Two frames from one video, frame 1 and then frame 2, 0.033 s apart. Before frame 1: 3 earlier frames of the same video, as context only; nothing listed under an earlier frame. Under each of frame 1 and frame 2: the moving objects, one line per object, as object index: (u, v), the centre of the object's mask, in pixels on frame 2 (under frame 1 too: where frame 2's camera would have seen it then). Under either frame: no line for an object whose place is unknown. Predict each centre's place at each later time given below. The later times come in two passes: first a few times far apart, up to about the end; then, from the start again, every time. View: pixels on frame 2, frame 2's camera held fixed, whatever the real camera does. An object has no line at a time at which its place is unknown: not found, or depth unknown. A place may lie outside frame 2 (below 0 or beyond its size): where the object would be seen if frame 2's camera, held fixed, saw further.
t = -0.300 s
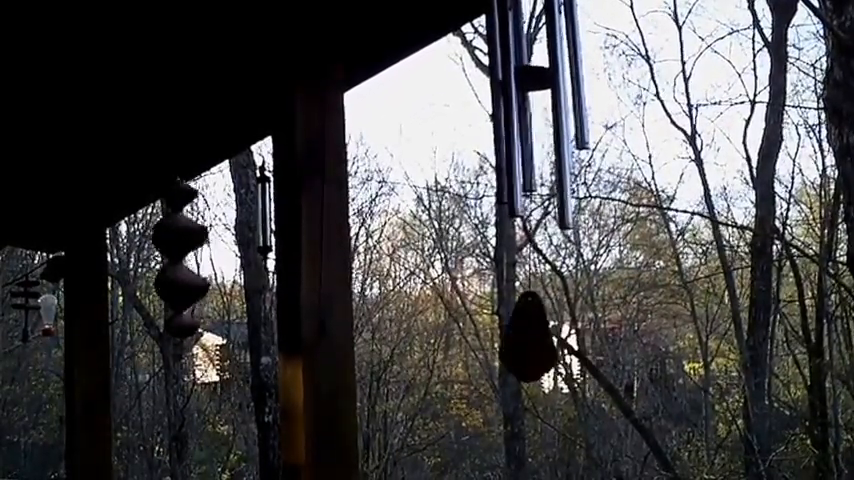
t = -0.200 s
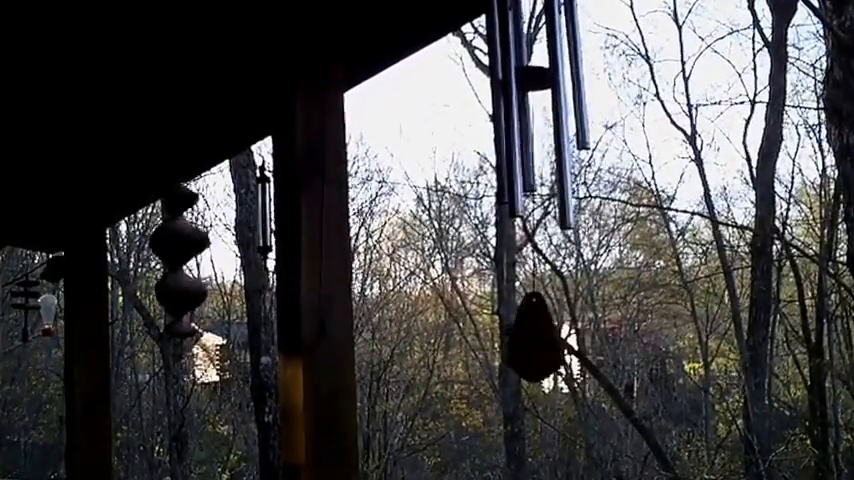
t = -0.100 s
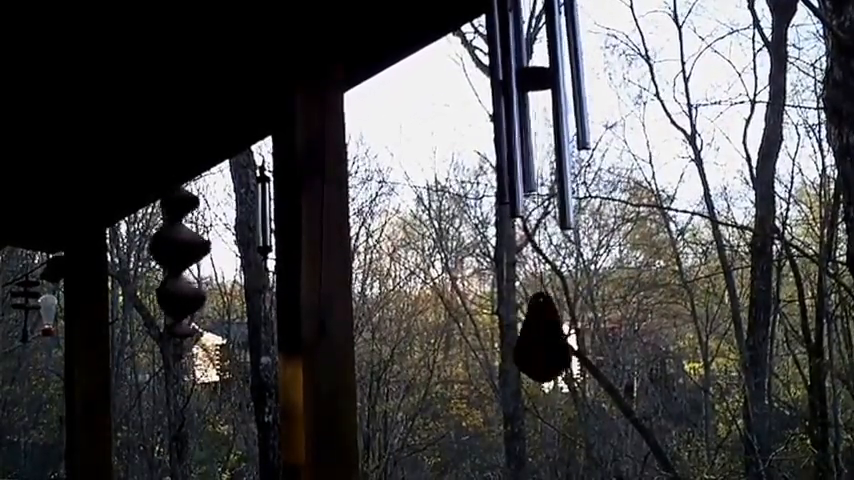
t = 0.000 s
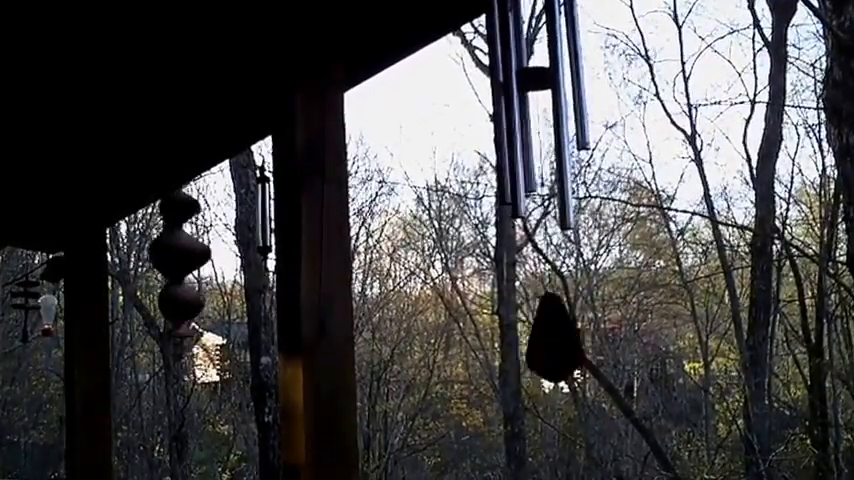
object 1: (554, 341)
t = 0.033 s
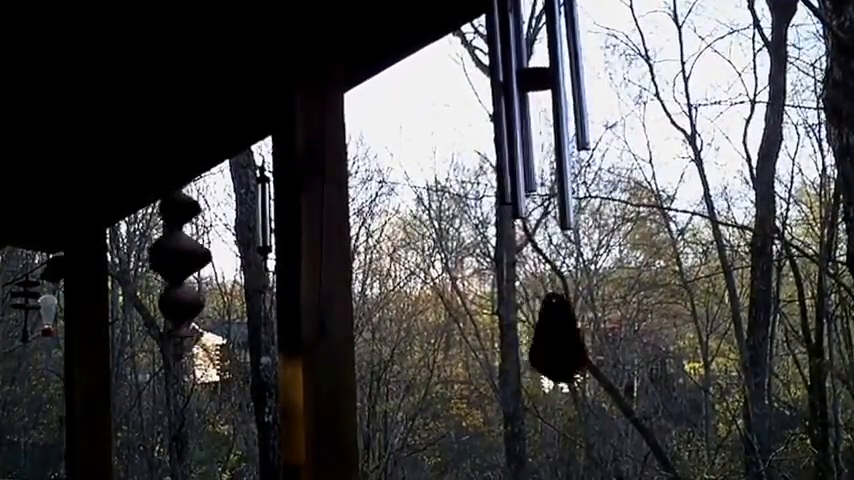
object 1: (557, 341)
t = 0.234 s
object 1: (576, 340)
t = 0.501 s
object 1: (576, 340)
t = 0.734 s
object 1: (552, 342)
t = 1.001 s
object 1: (528, 341)
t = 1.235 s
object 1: (527, 341)
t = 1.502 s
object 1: (551, 341)
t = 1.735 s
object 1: (573, 340)
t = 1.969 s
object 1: (575, 340)
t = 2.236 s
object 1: (553, 341)
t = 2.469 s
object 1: (531, 341)
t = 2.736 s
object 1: (525, 341)
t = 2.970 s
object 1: (545, 341)
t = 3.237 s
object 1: (572, 341)
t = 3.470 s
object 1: (575, 341)
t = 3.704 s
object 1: (557, 343)
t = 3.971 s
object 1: (530, 344)
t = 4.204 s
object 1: (525, 344)
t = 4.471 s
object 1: (544, 343)
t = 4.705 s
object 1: (568, 341)
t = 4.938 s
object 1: (575, 341)
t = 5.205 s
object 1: (556, 342)
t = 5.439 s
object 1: (531, 343)
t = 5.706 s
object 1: (523, 343)
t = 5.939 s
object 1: (539, 343)
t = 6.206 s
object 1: (567, 341)
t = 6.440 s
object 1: (577, 342)
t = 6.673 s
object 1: (564, 343)
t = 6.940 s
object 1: (539, 344)
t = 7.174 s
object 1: (527, 343)
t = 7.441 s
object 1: (537, 342)
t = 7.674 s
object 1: (560, 341)
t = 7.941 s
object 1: (577, 339)
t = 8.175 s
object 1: (569, 340)
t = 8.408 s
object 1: (546, 341)
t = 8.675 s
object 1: (527, 341)
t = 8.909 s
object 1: (531, 341)
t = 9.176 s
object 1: (556, 340)
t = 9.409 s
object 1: (574, 339)
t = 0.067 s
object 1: (561, 341)
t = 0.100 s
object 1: (564, 341)
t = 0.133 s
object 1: (568, 341)
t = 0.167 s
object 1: (571, 341)
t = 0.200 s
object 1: (573, 340)
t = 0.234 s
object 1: (576, 340)
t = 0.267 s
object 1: (577, 341)
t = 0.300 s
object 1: (578, 340)
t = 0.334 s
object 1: (579, 340)
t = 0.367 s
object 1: (579, 340)
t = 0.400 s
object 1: (579, 340)
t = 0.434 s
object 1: (578, 340)
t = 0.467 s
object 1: (577, 340)
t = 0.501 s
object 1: (576, 340)
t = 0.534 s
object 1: (573, 341)
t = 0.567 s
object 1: (570, 341)
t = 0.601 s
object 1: (567, 341)
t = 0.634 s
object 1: (563, 341)
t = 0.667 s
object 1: (560, 342)
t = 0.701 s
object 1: (556, 341)
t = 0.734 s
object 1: (552, 342)
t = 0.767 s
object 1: (548, 342)
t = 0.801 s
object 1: (544, 342)
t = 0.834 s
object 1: (541, 342)
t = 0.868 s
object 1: (538, 342)
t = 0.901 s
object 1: (535, 342)
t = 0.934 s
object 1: (532, 341)
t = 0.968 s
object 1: (530, 341)
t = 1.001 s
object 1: (528, 341)
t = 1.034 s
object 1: (527, 341)
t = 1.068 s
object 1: (526, 341)
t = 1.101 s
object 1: (526, 341)
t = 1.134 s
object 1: (526, 341)
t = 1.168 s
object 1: (526, 341)
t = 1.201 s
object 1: (526, 341)
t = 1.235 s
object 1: (527, 341)
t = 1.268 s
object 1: (528, 341)
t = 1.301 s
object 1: (530, 341)
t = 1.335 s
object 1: (534, 341)
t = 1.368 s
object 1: (537, 341)
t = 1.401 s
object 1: (540, 341)
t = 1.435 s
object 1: (543, 341)
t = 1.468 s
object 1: (547, 341)
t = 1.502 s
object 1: (551, 341)
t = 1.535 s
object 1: (555, 340)
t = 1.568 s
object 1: (558, 340)
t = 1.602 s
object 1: (562, 340)
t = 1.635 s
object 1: (565, 340)
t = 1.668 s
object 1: (568, 340)
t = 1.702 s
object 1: (570, 340)
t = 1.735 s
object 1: (573, 340)
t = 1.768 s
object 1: (575, 340)
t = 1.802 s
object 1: (575, 340)
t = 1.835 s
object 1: (576, 340)
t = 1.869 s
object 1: (576, 340)
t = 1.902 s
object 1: (576, 339)
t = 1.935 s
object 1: (575, 340)
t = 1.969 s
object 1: (575, 340)
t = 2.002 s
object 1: (574, 340)
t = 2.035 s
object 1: (572, 340)
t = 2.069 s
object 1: (569, 340)
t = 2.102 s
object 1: (567, 340)
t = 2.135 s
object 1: (564, 340)
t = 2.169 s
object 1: (561, 340)
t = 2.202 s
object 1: (558, 340)
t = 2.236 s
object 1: (553, 341)
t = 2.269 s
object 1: (550, 341)
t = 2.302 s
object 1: (546, 341)
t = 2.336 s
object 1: (543, 341)
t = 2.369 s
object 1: (539, 342)
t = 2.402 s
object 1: (536, 342)
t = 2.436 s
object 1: (532, 341)
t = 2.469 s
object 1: (531, 341)
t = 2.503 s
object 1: (529, 341)
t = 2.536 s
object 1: (526, 341)
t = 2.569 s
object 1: (525, 341)
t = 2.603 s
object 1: (524, 341)
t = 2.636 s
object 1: (524, 341)
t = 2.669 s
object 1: (524, 341)
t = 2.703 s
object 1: (524, 341)
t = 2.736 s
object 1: (525, 341)
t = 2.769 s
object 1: (526, 341)
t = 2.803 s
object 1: (529, 341)
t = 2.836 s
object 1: (531, 341)
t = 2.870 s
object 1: (535, 341)
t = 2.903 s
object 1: (538, 341)
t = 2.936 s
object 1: (541, 341)
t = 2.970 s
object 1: (545, 341)
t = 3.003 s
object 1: (549, 341)
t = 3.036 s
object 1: (552, 341)
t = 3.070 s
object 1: (556, 341)
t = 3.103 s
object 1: (560, 340)
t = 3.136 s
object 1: (563, 341)
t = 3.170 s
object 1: (566, 341)
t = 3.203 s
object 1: (569, 341)
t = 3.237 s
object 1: (572, 341)
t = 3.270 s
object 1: (573, 341)
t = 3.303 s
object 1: (575, 341)
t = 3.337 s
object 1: (576, 341)
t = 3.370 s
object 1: (576, 341)
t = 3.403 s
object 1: (576, 341)
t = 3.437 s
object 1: (576, 341)
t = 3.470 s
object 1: (575, 341)
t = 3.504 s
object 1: (574, 341)
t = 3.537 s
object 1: (571, 342)
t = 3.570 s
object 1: (569, 342)
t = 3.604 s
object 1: (566, 343)
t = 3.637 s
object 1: (563, 343)
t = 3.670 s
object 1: (560, 343)
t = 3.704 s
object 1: (557, 343)
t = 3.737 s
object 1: (552, 344)
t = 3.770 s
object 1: (549, 344)
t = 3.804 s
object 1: (545, 344)
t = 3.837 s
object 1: (541, 344)
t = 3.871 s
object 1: (539, 344)
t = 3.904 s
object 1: (535, 344)
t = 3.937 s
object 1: (532, 344)
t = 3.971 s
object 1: (530, 344)
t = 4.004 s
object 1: (528, 344)
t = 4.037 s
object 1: (526, 344)
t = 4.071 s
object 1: (526, 344)
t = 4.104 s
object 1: (525, 344)
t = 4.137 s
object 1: (525, 344)
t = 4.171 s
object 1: (525, 343)
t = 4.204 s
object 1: (525, 344)
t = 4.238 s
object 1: (527, 343)
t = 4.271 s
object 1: (528, 343)
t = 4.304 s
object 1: (530, 343)
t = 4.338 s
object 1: (532, 343)
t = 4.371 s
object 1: (535, 343)
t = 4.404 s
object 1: (538, 343)
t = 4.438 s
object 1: (542, 343)
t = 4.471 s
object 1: (544, 343)
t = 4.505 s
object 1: (548, 343)
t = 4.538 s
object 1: (552, 342)
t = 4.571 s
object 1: (556, 342)
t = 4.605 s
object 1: (559, 341)
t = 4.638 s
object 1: (562, 342)
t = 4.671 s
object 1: (566, 341)
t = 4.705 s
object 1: (568, 341)
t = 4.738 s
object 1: (571, 341)
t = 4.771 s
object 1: (573, 341)
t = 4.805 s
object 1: (575, 341)
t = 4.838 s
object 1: (575, 341)
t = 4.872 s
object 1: (576, 341)
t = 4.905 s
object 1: (575, 341)
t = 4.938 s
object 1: (575, 341)
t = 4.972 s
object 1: (574, 341)
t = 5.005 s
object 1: (573, 341)
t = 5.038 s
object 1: (570, 341)
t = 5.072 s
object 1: (568, 342)
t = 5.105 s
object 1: (565, 341)
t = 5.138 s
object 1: (562, 341)
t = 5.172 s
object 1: (559, 342)
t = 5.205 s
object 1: (556, 342)
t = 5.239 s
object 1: (551, 343)
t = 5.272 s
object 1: (548, 343)
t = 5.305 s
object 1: (544, 343)
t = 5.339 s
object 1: (541, 343)
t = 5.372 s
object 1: (538, 343)
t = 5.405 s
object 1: (535, 342)
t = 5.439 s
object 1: (531, 343)
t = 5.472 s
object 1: (529, 343)
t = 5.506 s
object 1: (527, 343)
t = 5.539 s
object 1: (525, 343)
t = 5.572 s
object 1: (524, 343)
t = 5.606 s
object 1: (523, 343)
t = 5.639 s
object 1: (523, 343)
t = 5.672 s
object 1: (523, 343)
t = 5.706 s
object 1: (523, 343)
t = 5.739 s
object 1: (524, 343)
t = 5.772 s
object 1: (526, 343)
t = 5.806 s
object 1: (528, 342)
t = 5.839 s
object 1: (531, 342)
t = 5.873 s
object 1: (533, 342)
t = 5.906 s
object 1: (536, 342)
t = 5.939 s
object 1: (539, 343)
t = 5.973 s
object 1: (543, 342)
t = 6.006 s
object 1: (547, 342)
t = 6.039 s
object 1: (550, 342)
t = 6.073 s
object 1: (553, 342)
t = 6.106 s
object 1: (557, 342)
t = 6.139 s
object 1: (561, 342)
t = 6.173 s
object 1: (564, 341)
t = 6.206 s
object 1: (567, 341)
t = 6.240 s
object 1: (570, 341)
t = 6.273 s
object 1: (572, 341)
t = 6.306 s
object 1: (574, 341)
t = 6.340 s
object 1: (576, 341)
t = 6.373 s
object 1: (577, 342)
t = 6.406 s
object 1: (577, 342)
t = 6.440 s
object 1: (577, 342)
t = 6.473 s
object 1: (577, 342)
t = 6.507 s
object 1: (576, 342)
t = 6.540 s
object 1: (574, 342)
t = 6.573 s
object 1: (572, 342)
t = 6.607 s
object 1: (570, 342)
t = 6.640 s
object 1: (566, 343)
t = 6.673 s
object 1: (564, 343)
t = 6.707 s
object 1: (561, 344)
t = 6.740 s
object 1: (558, 343)
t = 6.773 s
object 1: (554, 344)
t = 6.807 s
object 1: (550, 344)
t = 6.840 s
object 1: (548, 344)
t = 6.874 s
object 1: (545, 344)
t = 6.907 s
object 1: (542, 344)
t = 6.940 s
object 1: (539, 344)
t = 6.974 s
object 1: (536, 344)
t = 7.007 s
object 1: (534, 344)
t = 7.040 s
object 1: (532, 344)
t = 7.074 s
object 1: (530, 344)
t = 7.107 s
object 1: (528, 344)
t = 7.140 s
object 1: (527, 343)
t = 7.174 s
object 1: (527, 343)
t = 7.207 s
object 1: (527, 343)
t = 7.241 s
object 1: (527, 343)
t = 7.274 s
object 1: (528, 343)
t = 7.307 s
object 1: (528, 343)
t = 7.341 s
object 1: (530, 343)
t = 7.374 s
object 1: (532, 343)
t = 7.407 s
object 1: (534, 343)
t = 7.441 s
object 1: (537, 342)
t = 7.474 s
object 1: (539, 342)
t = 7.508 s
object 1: (543, 342)
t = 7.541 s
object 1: (546, 342)
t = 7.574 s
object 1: (549, 341)
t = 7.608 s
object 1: (553, 341)
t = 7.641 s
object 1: (557, 340)
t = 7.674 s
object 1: (560, 341)
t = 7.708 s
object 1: (563, 340)
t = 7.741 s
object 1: (567, 340)
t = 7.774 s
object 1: (570, 340)
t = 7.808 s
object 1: (572, 340)
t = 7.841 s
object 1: (575, 340)
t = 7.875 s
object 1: (576, 340)
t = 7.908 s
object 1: (576, 340)
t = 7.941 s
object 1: (577, 339)
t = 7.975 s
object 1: (577, 339)
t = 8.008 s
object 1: (577, 339)
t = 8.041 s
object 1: (576, 339)
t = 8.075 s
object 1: (575, 340)
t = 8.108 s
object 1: (574, 340)
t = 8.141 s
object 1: (572, 340)
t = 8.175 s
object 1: (569, 340)
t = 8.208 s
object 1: (567, 341)
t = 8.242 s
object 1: (563, 340)
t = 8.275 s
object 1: (559, 340)
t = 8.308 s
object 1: (557, 341)
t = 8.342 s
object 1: (552, 341)
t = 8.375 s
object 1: (549, 341)
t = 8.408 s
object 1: (546, 341)
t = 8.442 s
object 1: (542, 341)
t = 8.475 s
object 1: (539, 342)
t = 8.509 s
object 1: (536, 341)
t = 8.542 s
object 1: (533, 342)
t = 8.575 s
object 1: (532, 341)
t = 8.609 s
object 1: (530, 341)
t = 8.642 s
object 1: (528, 341)
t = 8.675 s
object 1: (527, 341)
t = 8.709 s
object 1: (526, 341)
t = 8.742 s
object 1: (526, 341)
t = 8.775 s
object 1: (526, 341)
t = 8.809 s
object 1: (527, 341)
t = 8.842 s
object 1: (527, 341)
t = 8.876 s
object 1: (529, 341)
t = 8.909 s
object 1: (531, 341)
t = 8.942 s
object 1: (533, 341)
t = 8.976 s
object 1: (536, 341)
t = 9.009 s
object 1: (539, 341)
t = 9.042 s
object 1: (542, 341)
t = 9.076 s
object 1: (546, 340)
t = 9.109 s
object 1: (548, 340)
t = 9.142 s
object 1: (552, 340)
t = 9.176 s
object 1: (556, 340)
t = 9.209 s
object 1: (559, 339)
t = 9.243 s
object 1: (562, 339)
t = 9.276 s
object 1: (565, 339)
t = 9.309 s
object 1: (568, 339)
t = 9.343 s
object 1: (571, 339)
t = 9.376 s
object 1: (572, 339)
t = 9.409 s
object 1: (574, 339)
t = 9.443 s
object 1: (575, 339)
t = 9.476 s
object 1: (575, 339)
